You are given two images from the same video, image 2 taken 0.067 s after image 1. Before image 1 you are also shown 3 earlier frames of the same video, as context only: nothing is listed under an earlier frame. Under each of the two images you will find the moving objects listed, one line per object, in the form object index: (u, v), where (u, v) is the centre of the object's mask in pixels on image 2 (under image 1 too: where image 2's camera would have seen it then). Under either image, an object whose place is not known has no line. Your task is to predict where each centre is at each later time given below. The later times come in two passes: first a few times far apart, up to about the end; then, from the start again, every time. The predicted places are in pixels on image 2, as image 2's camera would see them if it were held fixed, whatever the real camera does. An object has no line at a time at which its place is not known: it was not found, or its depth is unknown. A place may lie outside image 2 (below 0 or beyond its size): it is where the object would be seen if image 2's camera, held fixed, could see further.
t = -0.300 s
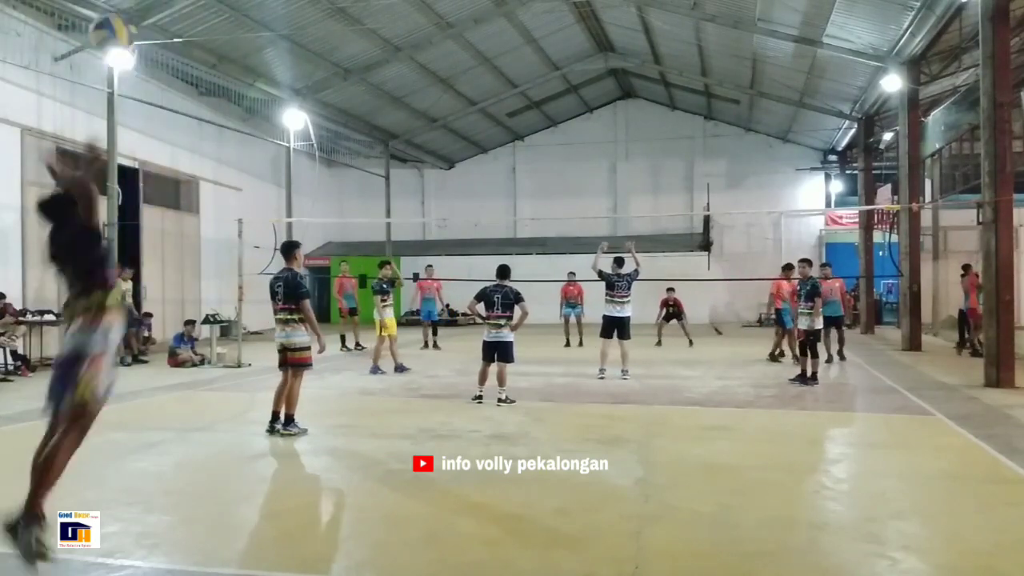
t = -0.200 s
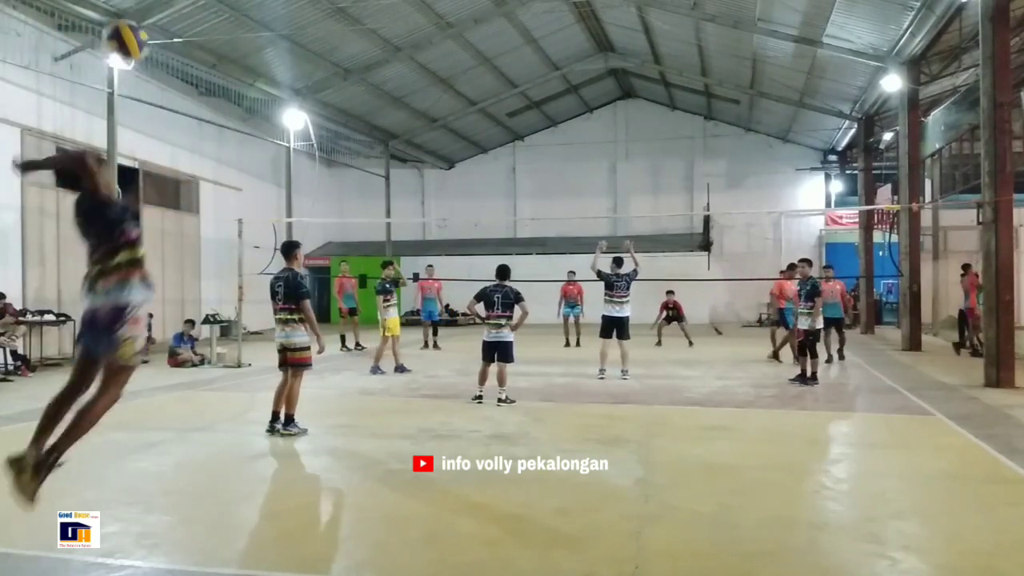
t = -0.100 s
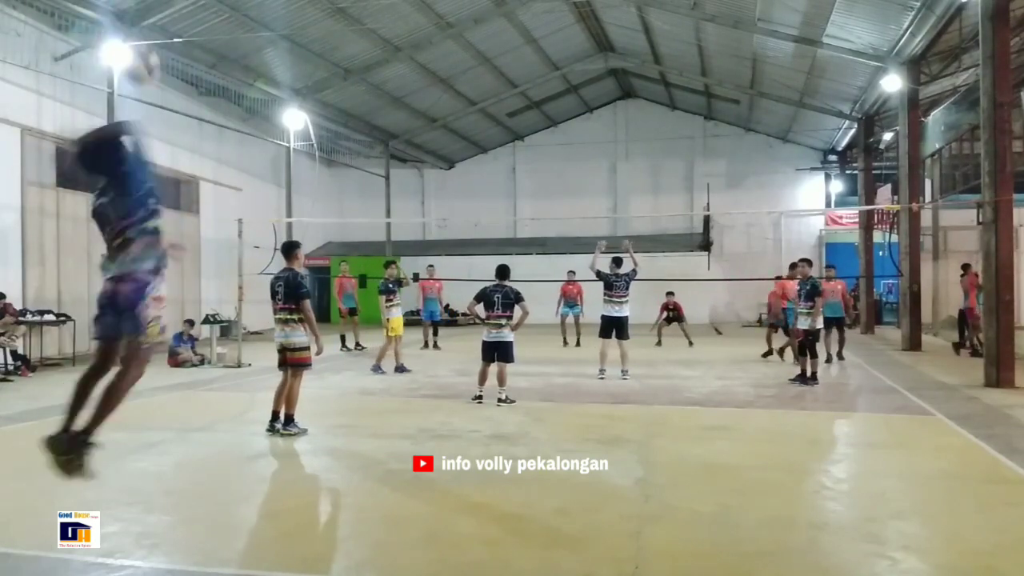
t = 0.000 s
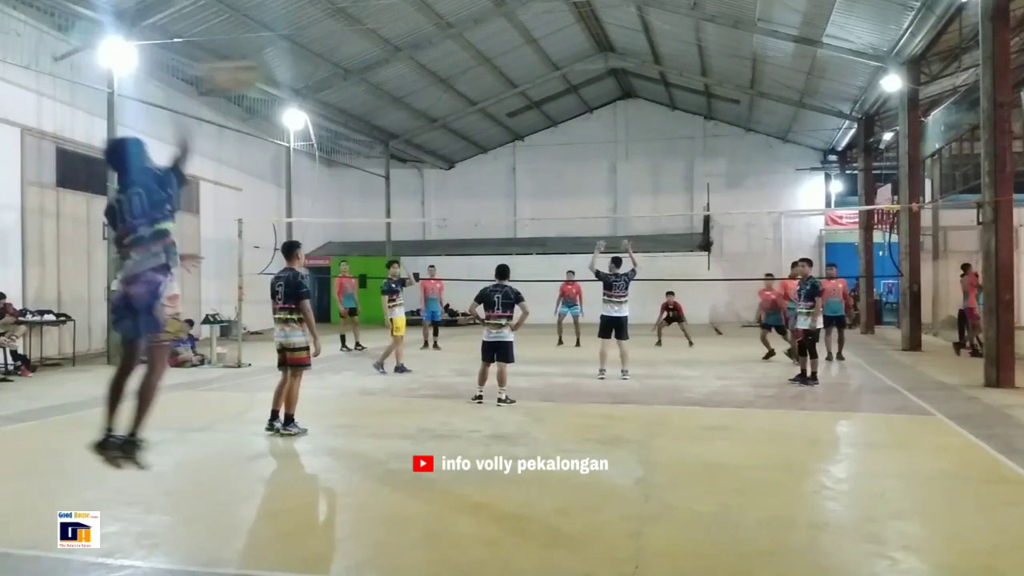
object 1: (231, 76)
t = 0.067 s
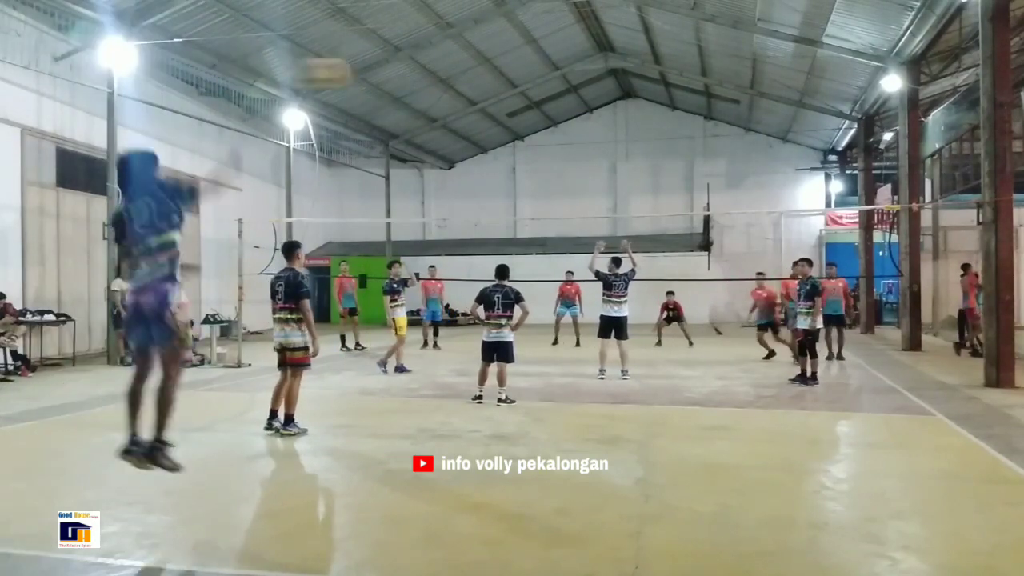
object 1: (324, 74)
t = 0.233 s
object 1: (468, 83)
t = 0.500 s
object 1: (590, 132)
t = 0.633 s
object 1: (624, 163)
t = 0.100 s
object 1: (362, 73)
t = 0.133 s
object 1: (393, 73)
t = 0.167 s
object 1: (423, 76)
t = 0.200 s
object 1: (448, 79)
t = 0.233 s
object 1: (468, 83)
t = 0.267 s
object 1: (489, 88)
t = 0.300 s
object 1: (508, 93)
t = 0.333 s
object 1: (523, 99)
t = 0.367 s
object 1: (538, 104)
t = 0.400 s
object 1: (552, 111)
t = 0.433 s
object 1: (565, 117)
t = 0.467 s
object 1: (579, 124)
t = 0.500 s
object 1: (590, 132)
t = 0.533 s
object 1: (599, 139)
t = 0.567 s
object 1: (608, 147)
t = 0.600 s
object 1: (616, 155)
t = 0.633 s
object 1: (624, 163)
